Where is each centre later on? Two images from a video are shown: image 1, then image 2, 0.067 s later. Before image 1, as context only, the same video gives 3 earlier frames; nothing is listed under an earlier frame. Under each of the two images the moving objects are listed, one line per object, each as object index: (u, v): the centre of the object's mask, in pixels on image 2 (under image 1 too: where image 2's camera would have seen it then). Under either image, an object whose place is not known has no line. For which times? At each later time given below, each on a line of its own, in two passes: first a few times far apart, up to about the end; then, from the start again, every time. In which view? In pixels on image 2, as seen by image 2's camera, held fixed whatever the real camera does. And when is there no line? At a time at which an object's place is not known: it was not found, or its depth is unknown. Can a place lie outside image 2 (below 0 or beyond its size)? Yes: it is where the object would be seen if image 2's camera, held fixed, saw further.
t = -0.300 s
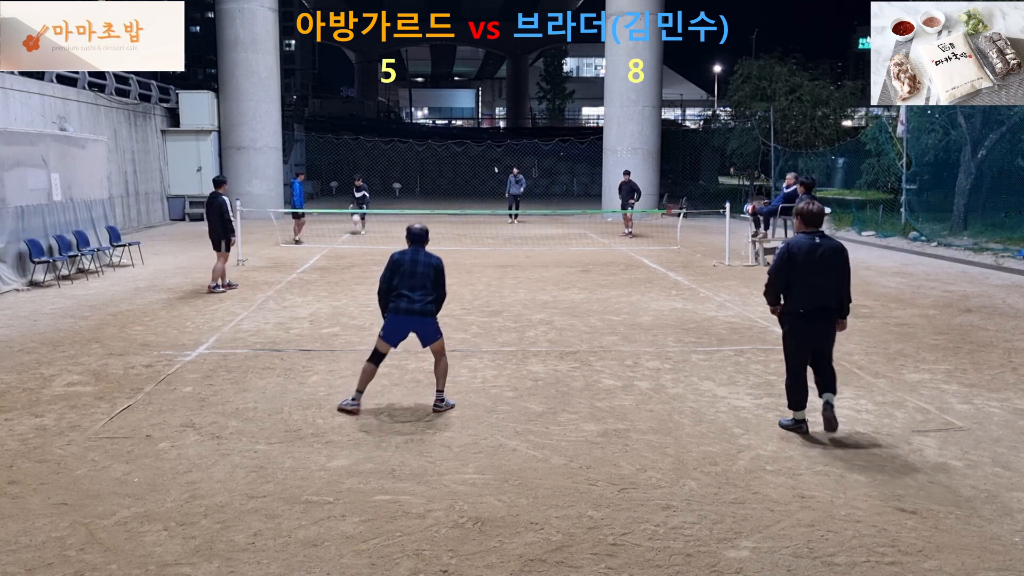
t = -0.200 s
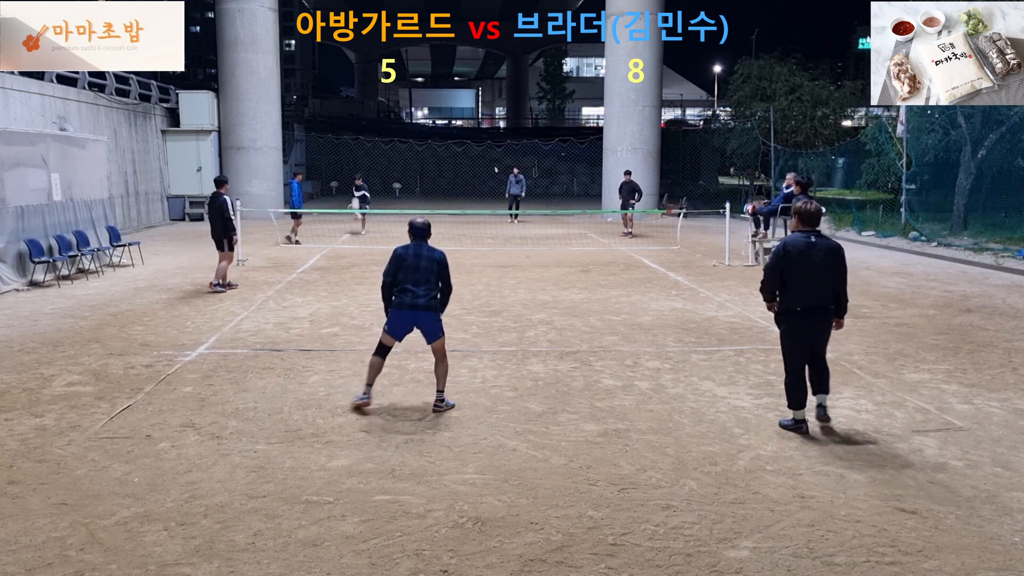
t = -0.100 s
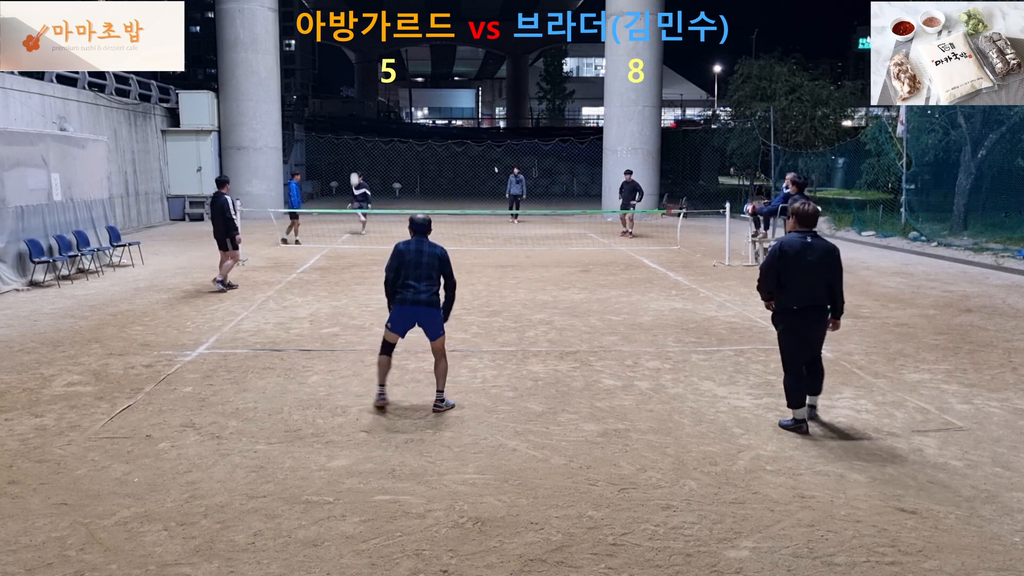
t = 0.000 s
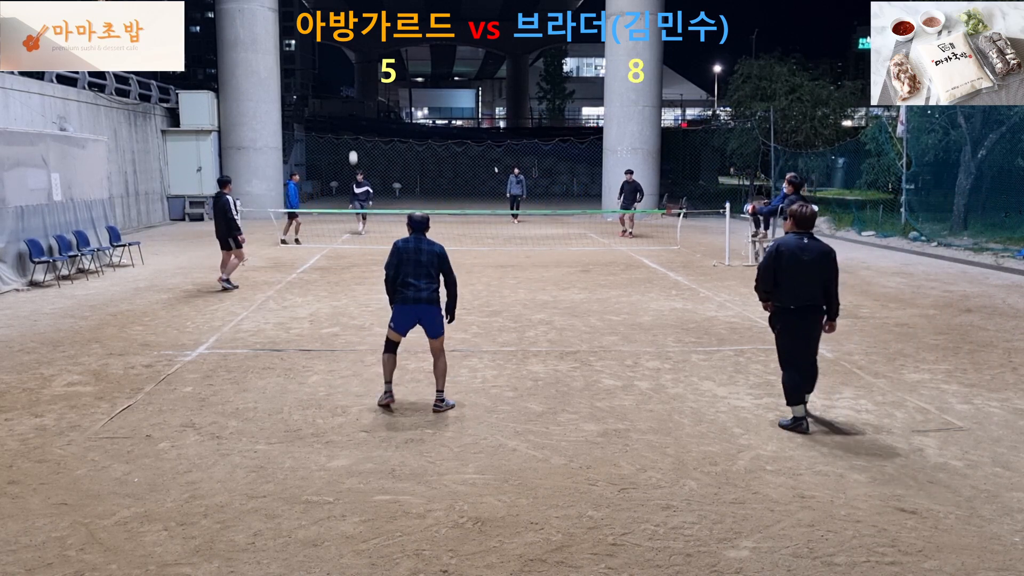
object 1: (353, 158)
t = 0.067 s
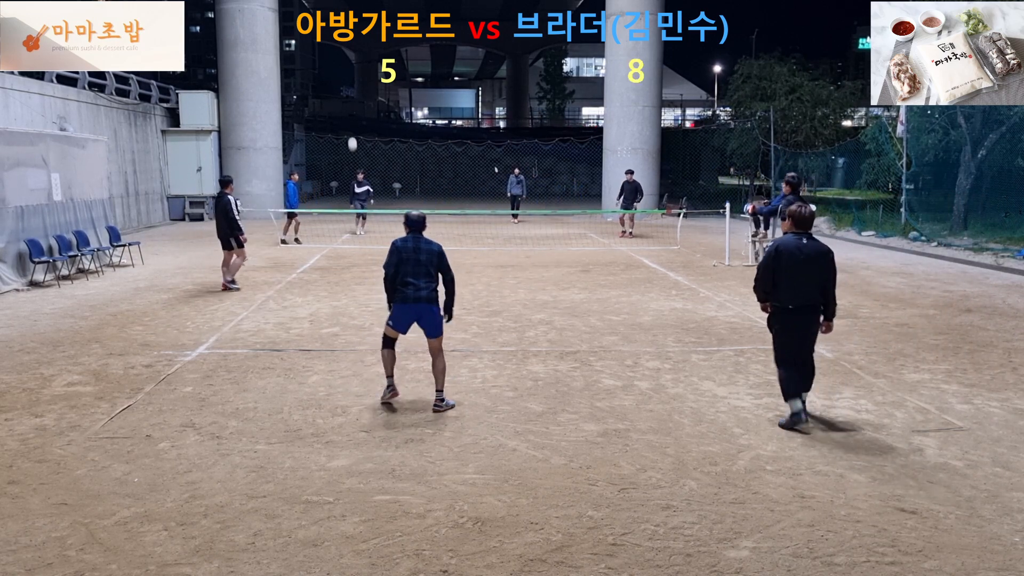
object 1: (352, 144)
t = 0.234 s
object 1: (351, 118)
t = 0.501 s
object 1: (348, 98)
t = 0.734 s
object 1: (346, 109)
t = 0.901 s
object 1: (345, 136)
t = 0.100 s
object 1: (352, 138)
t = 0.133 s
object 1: (351, 133)
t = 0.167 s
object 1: (351, 127)
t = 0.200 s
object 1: (351, 122)
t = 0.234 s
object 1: (351, 118)
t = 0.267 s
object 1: (351, 114)
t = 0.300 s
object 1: (350, 110)
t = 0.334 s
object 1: (350, 107)
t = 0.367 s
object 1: (349, 104)
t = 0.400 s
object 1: (349, 102)
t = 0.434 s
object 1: (349, 100)
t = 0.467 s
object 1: (348, 99)
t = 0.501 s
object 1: (348, 98)
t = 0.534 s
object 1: (347, 98)
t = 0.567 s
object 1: (347, 98)
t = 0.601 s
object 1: (347, 99)
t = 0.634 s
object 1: (347, 101)
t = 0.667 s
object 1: (347, 103)
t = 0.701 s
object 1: (346, 106)
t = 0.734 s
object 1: (346, 109)
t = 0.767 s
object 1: (346, 113)
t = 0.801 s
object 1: (346, 118)
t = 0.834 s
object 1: (345, 123)
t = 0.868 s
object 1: (345, 129)
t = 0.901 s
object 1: (345, 136)
